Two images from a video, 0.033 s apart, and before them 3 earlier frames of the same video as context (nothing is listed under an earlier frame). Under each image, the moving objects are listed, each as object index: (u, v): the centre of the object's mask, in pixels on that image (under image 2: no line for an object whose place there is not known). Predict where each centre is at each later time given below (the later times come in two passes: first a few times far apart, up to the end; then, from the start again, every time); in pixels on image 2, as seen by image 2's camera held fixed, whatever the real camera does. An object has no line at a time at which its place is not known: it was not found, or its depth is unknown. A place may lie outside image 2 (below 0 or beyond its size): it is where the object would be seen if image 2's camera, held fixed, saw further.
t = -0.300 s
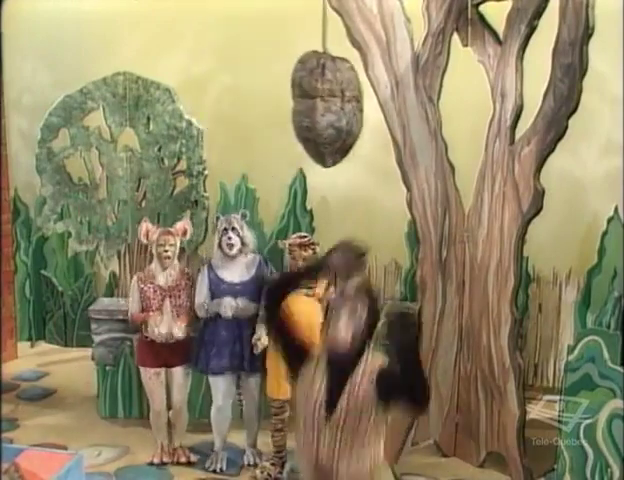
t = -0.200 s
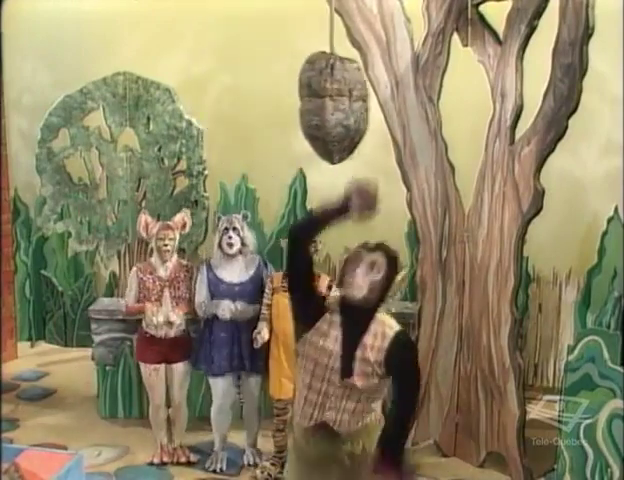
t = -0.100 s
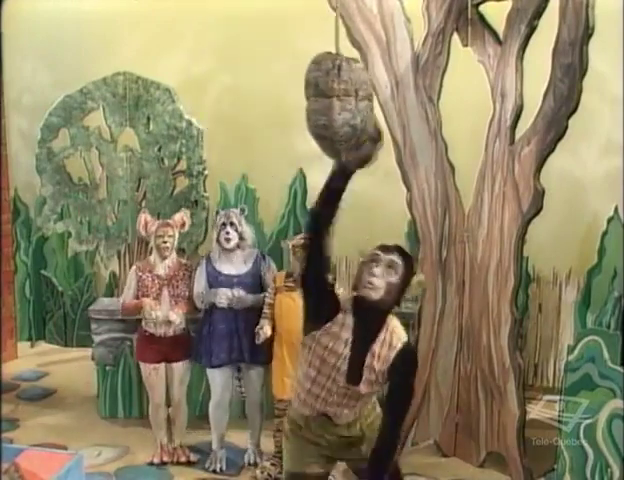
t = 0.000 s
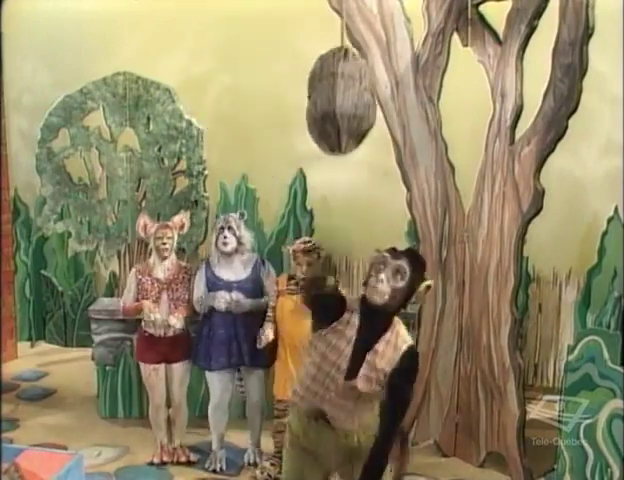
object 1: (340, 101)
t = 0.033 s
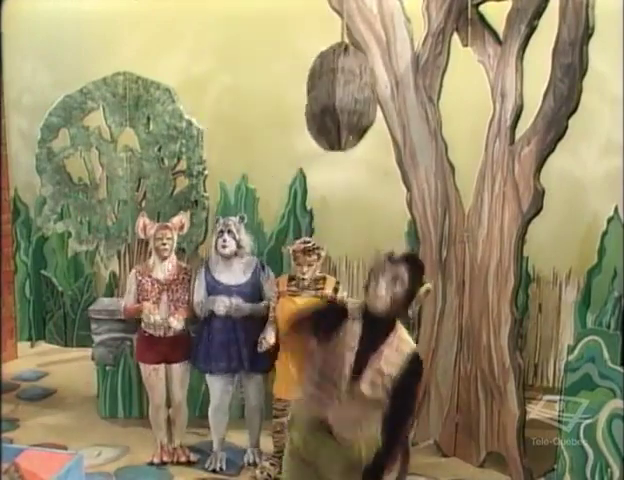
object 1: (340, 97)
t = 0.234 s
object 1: (338, 104)
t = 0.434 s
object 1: (332, 103)
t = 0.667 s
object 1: (318, 88)
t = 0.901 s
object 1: (299, 72)
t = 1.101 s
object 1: (277, 66)
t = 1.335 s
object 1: (270, 67)
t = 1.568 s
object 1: (271, 74)
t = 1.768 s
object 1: (283, 81)
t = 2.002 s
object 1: (299, 102)
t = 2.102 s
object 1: (305, 106)
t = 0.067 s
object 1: (340, 97)
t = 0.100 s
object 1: (339, 99)
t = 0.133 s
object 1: (339, 102)
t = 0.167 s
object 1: (339, 105)
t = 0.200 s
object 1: (339, 105)
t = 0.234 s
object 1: (338, 104)
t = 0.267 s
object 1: (337, 101)
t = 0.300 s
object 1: (337, 97)
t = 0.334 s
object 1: (336, 95)
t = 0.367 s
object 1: (335, 95)
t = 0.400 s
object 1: (334, 98)
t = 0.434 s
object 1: (332, 103)
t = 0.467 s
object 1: (330, 104)
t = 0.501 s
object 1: (328, 98)
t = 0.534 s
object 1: (326, 91)
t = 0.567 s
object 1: (324, 87)
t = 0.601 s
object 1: (322, 87)
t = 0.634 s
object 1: (320, 87)
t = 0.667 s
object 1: (318, 88)
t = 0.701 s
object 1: (316, 87)
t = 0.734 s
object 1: (313, 83)
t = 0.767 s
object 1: (311, 77)
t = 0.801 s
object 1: (308, 72)
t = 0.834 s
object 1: (305, 69)
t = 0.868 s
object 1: (303, 69)
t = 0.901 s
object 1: (299, 72)
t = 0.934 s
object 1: (295, 75)
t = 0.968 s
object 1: (291, 75)
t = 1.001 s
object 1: (287, 69)
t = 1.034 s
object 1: (283, 65)
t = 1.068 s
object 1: (280, 64)
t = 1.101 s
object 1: (277, 66)
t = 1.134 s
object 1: (275, 68)
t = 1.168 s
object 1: (274, 69)
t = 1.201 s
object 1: (273, 69)
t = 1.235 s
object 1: (273, 68)
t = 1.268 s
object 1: (272, 67)
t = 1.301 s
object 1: (271, 66)
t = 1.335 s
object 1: (270, 67)
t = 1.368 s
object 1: (269, 70)
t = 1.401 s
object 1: (268, 72)
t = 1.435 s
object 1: (267, 74)
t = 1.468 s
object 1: (267, 73)
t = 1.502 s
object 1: (268, 72)
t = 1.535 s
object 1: (269, 72)
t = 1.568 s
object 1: (271, 74)
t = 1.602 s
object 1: (272, 78)
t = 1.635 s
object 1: (274, 81)
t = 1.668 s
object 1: (277, 82)
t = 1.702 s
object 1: (279, 81)
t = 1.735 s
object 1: (281, 81)
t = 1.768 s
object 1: (283, 81)
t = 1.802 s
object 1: (285, 84)
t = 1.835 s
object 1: (287, 89)
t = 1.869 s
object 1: (289, 95)
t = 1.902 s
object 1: (292, 99)
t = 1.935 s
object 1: (294, 100)
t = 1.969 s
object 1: (296, 101)
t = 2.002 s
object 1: (299, 102)
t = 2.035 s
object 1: (301, 103)
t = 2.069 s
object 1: (303, 105)
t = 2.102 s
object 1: (305, 106)
